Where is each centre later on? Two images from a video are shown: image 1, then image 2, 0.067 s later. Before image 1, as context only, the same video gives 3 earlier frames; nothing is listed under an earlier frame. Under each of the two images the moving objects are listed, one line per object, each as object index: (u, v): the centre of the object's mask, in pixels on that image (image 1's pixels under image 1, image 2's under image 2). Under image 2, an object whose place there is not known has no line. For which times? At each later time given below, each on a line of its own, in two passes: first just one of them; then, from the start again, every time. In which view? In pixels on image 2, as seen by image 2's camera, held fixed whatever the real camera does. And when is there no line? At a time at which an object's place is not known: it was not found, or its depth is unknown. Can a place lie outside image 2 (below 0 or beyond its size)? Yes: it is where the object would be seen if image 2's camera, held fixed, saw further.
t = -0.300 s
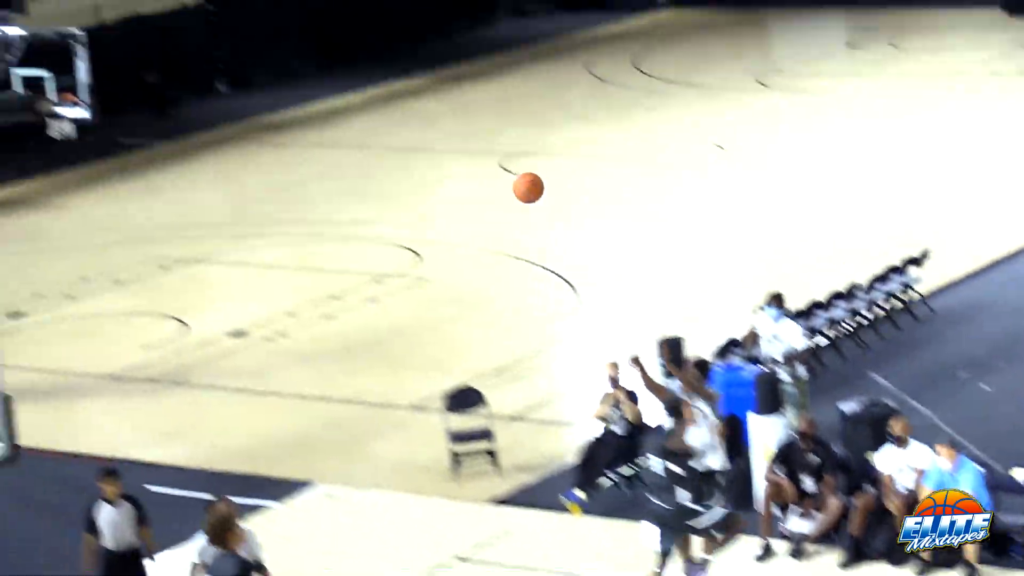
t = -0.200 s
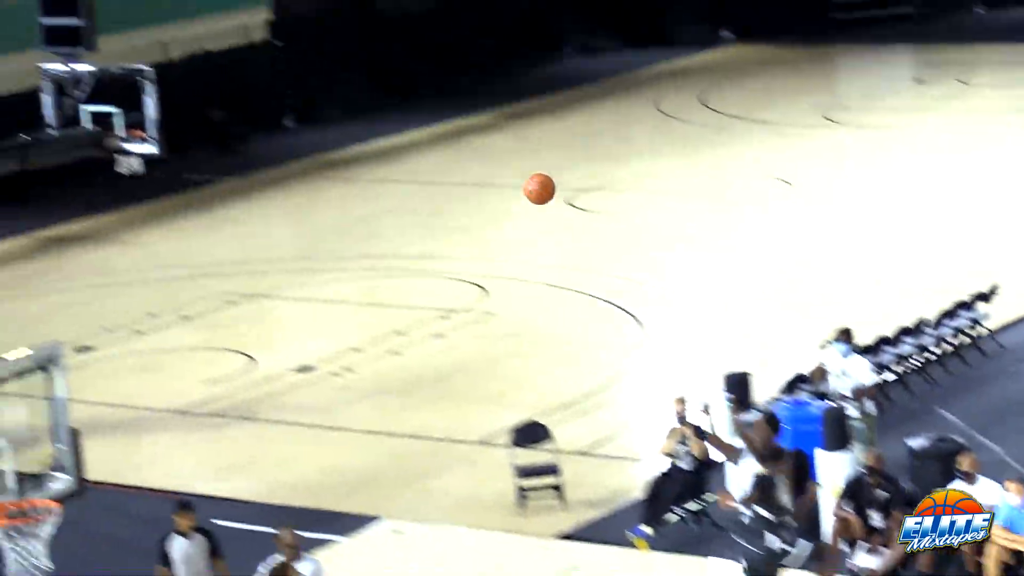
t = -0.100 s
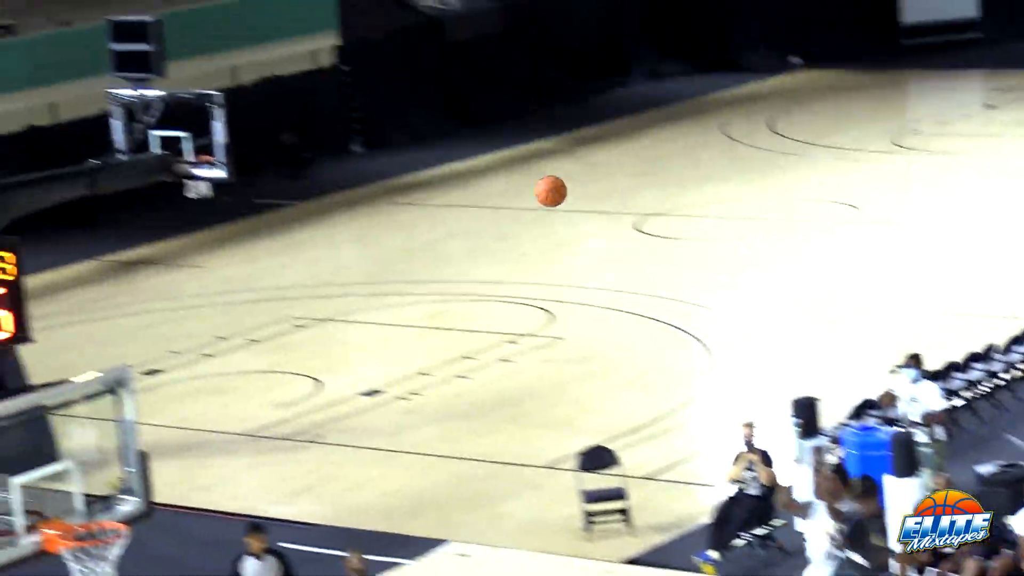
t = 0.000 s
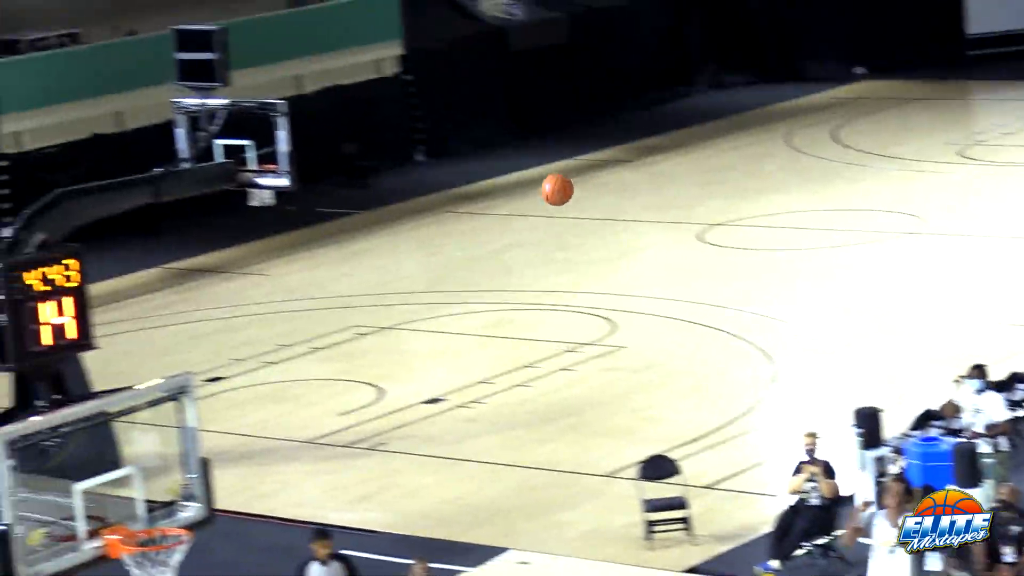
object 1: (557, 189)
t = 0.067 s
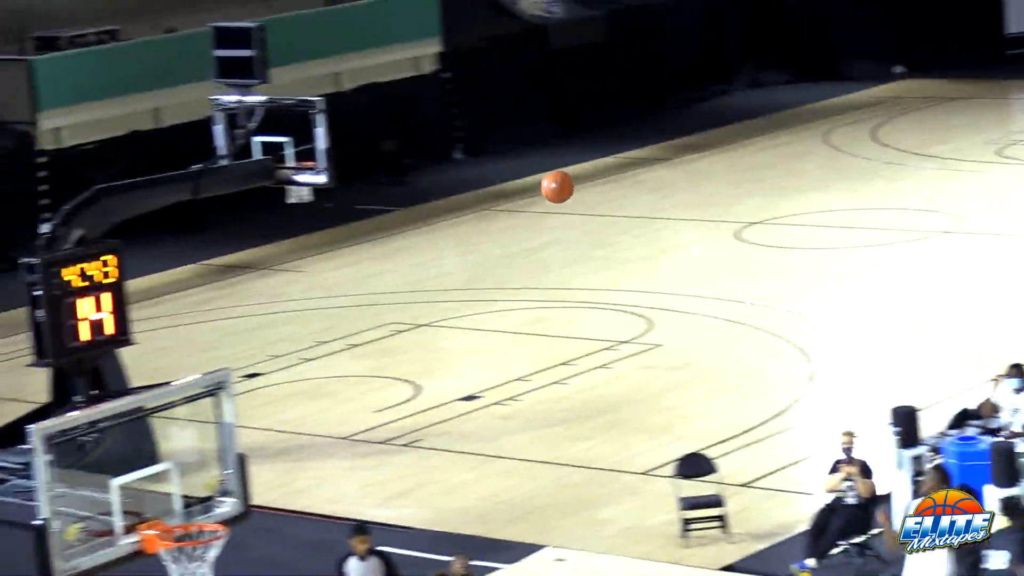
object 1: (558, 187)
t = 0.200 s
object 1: (488, 202)
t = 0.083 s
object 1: (549, 187)
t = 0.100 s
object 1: (540, 188)
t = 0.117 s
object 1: (532, 189)
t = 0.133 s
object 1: (523, 191)
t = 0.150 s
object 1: (514, 193)
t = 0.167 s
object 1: (506, 196)
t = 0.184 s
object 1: (497, 199)
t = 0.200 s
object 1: (488, 202)
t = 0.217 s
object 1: (479, 205)
